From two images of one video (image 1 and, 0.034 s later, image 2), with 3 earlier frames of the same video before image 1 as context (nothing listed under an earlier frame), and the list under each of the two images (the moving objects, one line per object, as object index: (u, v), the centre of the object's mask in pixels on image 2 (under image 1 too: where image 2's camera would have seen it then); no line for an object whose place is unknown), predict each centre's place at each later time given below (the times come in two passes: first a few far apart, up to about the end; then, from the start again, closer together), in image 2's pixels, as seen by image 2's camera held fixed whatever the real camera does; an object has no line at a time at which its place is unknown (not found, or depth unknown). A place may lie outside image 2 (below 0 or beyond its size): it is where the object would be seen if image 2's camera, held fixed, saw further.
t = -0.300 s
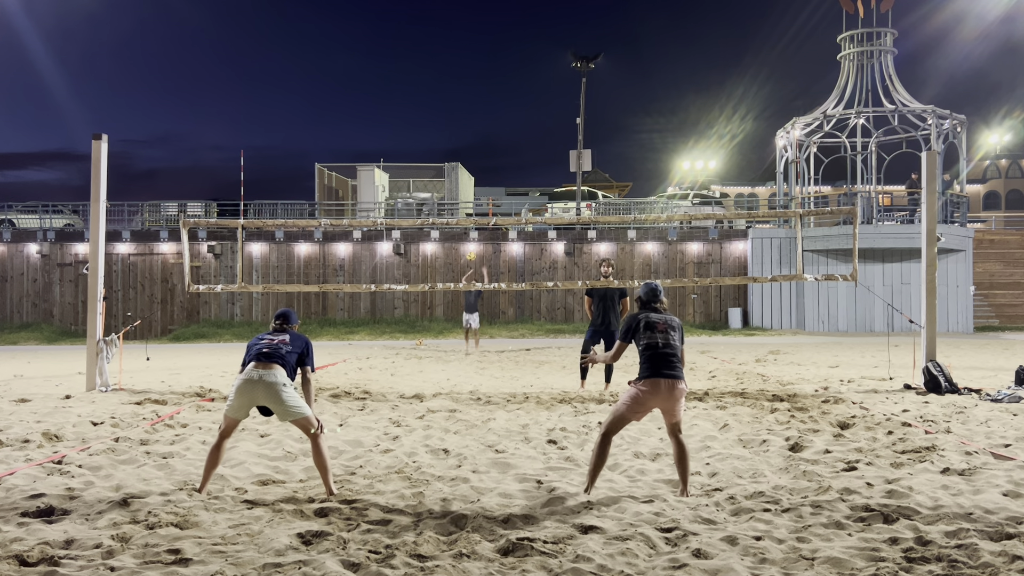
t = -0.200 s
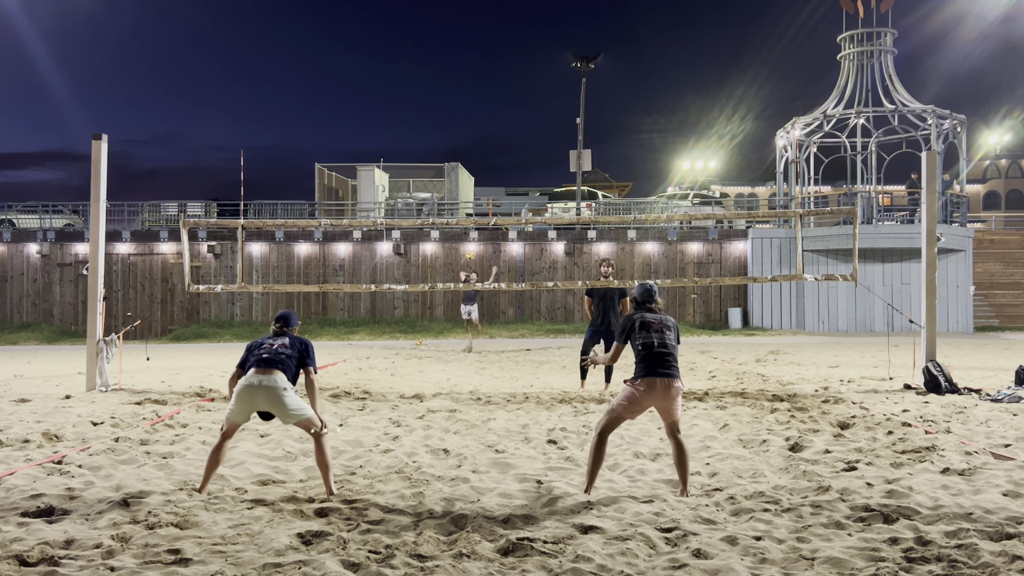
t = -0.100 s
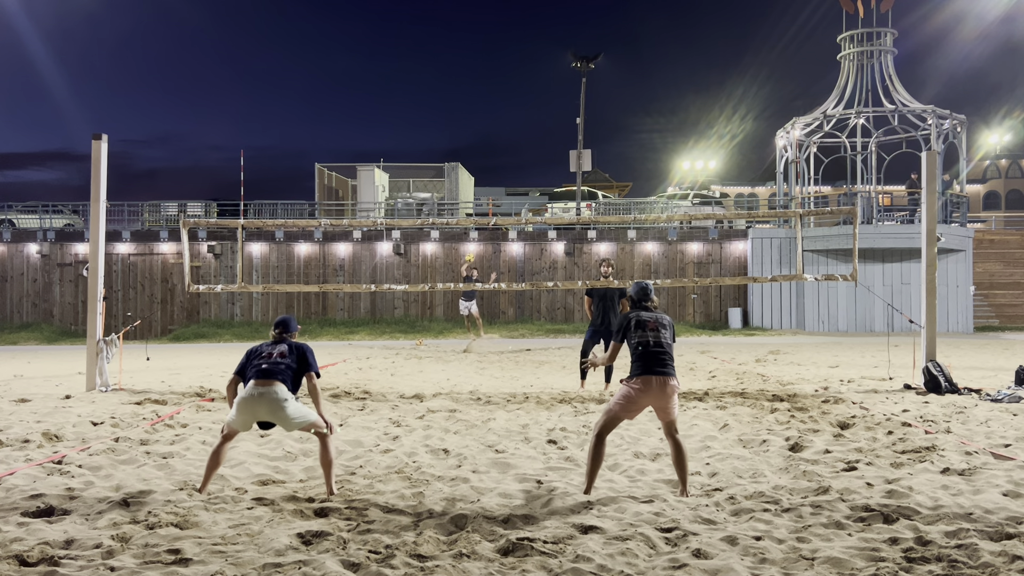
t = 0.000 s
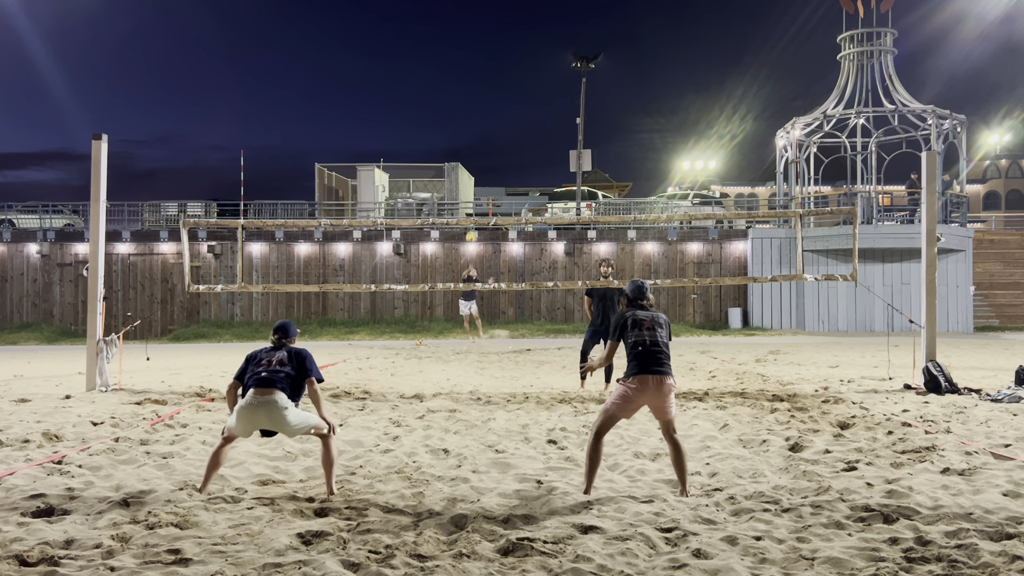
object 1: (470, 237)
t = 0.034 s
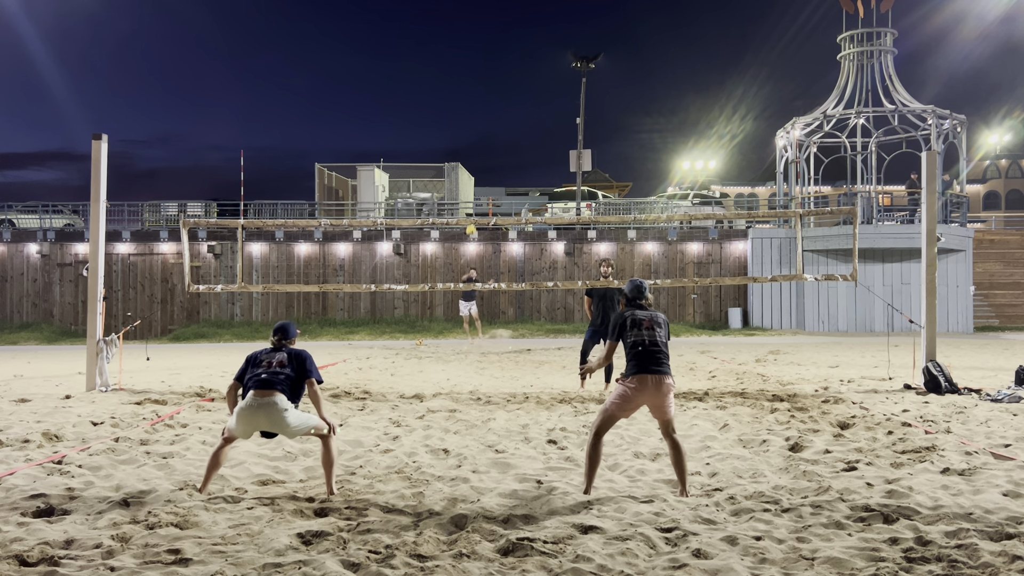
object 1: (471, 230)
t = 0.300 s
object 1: (473, 180)
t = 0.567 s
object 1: (472, 149)
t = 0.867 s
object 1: (478, 161)
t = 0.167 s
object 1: (472, 204)
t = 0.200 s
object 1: (472, 197)
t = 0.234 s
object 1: (472, 191)
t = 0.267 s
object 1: (473, 186)
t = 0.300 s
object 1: (473, 180)
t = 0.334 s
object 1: (473, 174)
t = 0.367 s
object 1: (473, 170)
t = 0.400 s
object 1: (472, 165)
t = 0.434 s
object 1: (472, 161)
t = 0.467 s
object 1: (472, 157)
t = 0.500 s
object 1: (472, 154)
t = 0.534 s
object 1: (472, 151)
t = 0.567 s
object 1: (472, 149)
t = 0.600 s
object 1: (472, 147)
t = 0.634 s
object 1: (472, 146)
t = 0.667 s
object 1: (473, 146)
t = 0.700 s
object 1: (473, 146)
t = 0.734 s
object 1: (474, 147)
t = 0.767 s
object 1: (475, 150)
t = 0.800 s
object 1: (476, 152)
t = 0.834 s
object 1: (477, 156)
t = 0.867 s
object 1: (478, 161)
